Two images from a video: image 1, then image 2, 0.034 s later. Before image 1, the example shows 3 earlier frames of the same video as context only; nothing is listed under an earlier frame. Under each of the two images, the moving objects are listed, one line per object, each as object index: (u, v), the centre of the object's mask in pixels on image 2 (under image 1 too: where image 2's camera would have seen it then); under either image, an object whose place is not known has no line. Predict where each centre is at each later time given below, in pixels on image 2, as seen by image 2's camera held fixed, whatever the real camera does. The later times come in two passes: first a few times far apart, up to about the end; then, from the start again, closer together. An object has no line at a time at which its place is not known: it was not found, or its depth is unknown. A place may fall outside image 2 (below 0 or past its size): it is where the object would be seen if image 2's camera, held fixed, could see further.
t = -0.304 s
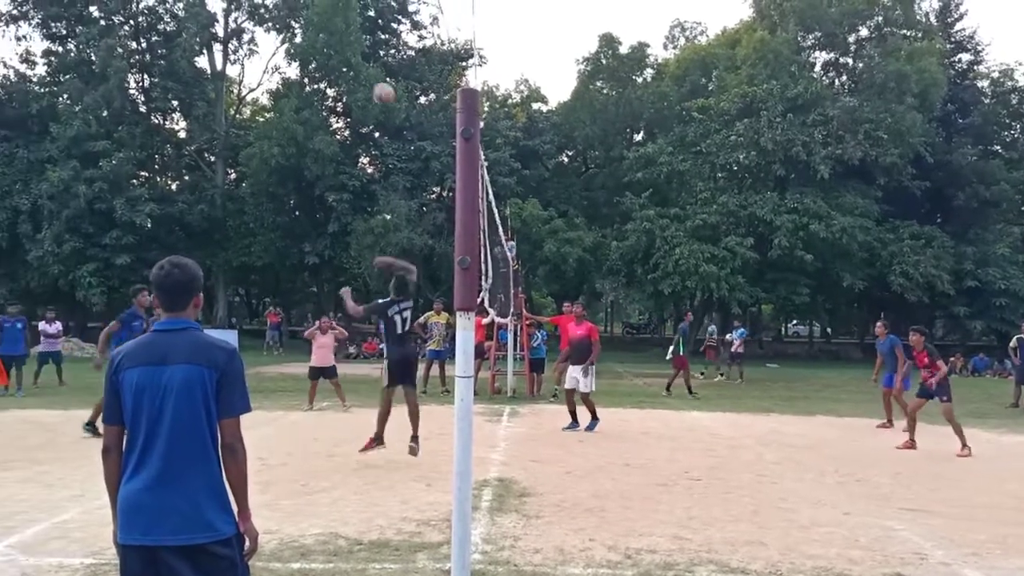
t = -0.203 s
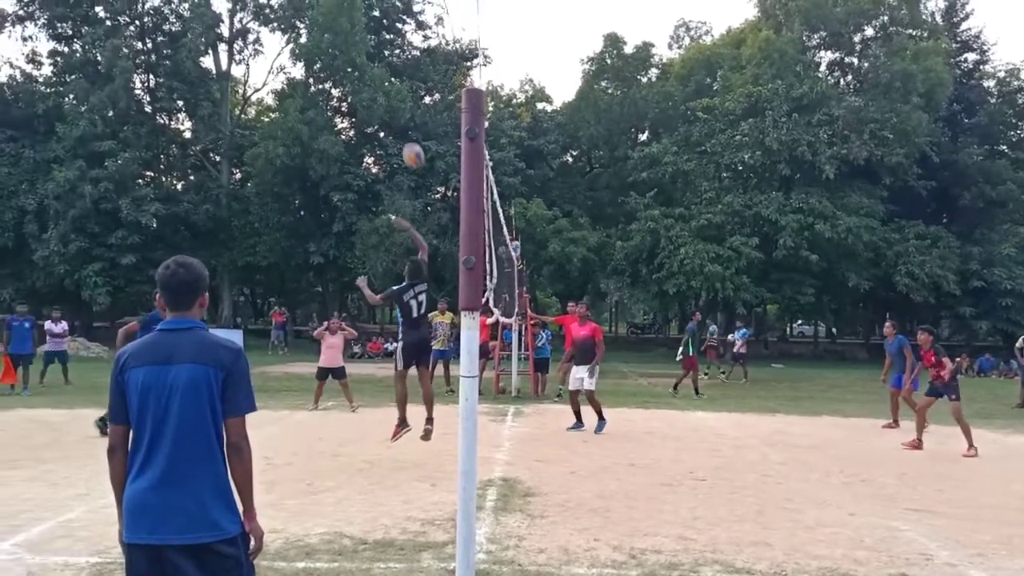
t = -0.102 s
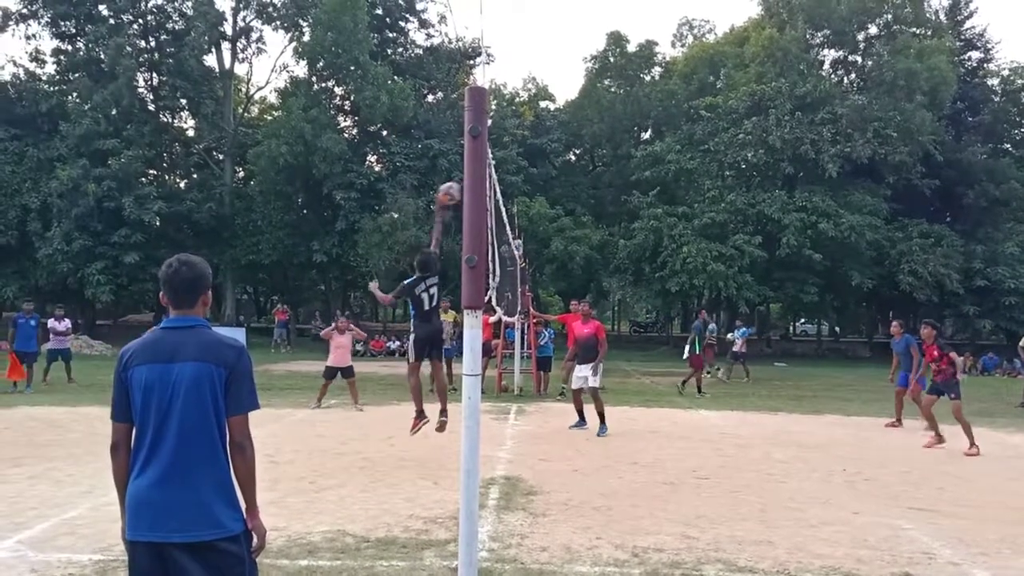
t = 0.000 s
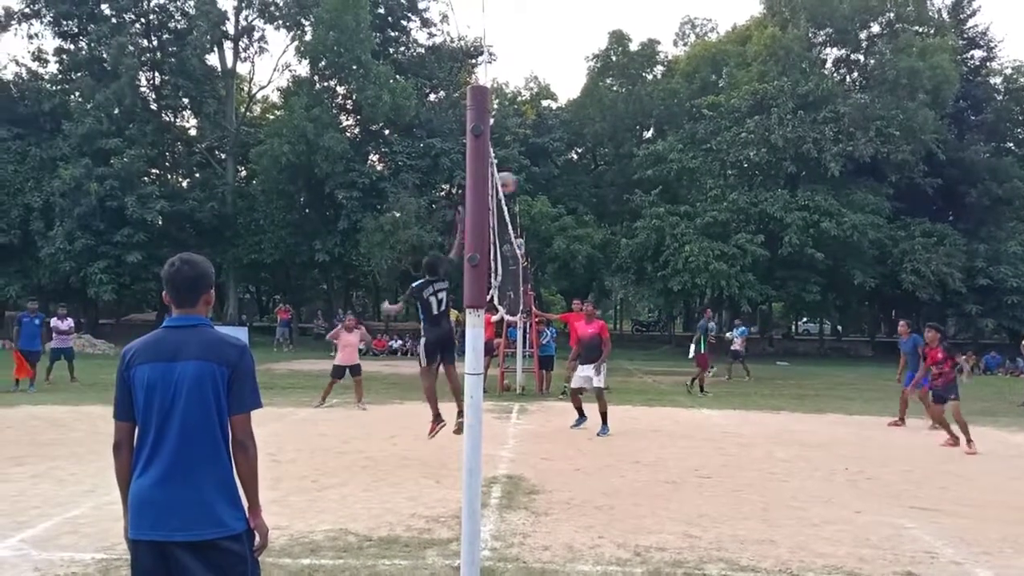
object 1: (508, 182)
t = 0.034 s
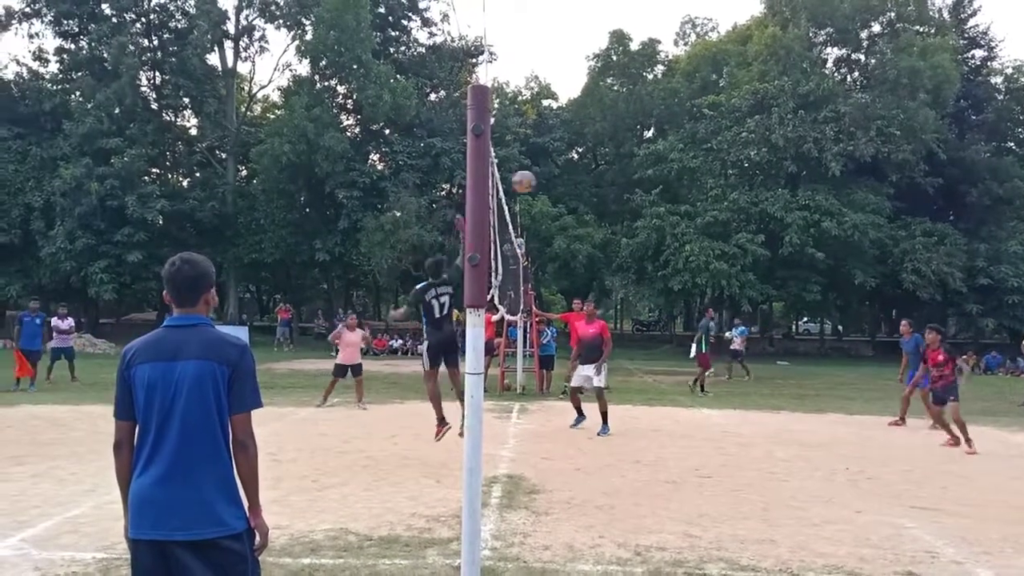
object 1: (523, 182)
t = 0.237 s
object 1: (633, 201)
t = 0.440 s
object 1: (747, 262)
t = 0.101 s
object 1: (560, 183)
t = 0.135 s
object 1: (578, 185)
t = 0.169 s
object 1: (596, 190)
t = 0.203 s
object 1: (614, 194)
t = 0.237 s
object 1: (633, 201)
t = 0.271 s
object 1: (652, 207)
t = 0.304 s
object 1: (670, 216)
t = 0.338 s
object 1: (689, 226)
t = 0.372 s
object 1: (707, 236)
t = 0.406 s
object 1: (728, 249)
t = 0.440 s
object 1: (747, 262)
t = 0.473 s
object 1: (767, 278)
